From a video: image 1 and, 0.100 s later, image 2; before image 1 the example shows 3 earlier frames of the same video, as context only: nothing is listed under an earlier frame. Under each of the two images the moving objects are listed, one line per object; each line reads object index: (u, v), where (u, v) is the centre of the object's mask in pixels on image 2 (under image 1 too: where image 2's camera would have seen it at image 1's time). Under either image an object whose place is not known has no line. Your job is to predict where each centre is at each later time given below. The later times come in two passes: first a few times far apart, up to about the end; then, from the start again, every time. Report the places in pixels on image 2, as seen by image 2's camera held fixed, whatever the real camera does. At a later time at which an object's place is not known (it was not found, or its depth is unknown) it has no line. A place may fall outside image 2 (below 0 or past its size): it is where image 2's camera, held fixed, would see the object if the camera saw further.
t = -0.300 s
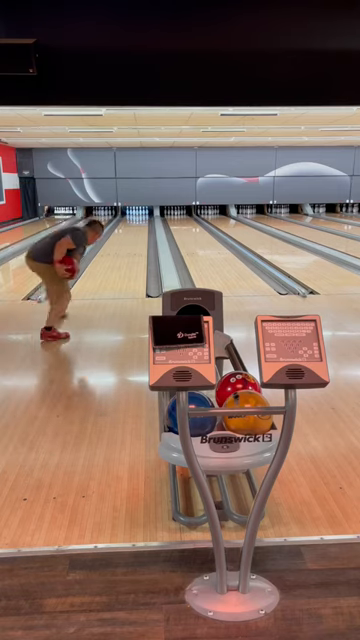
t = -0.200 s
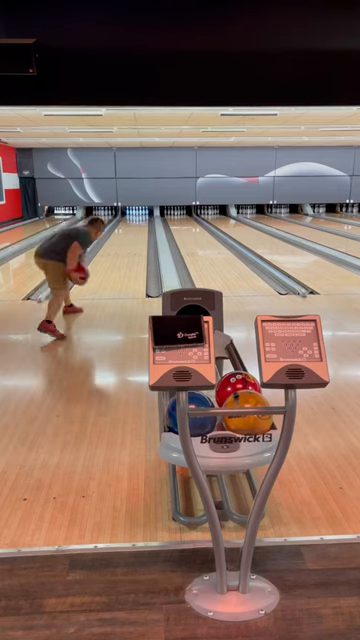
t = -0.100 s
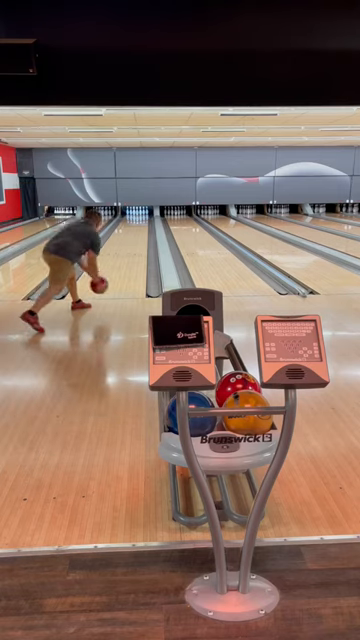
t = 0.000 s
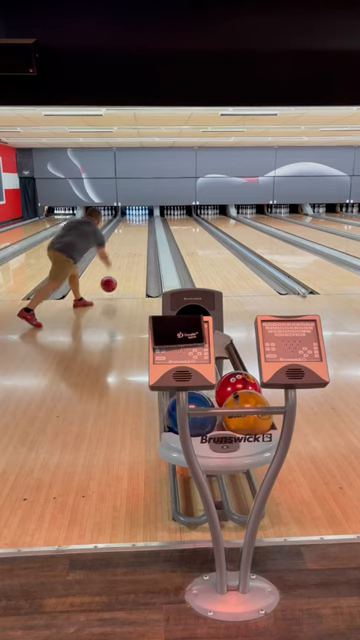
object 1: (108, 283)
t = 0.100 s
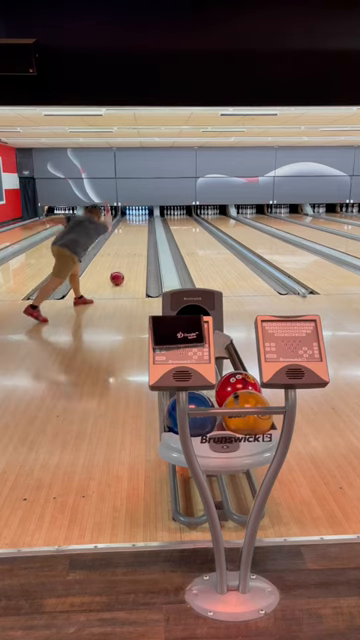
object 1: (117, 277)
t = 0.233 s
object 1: (122, 268)
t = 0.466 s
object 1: (130, 255)
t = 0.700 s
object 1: (135, 245)
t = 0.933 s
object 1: (139, 238)
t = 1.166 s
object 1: (142, 233)
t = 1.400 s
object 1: (144, 228)
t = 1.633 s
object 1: (145, 224)
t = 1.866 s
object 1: (144, 221)
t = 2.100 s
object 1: (143, 219)
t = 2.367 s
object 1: (141, 218)
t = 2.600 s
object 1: (140, 215)
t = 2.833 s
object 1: (139, 214)
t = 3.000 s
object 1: (139, 212)
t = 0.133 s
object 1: (118, 275)
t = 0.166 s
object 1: (120, 273)
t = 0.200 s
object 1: (121, 270)
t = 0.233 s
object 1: (122, 268)
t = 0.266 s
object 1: (124, 266)
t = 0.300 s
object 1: (125, 264)
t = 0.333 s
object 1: (126, 262)
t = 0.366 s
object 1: (127, 260)
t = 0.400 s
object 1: (128, 259)
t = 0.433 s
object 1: (129, 257)
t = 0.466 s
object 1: (130, 255)
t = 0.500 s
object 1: (131, 253)
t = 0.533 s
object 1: (132, 252)
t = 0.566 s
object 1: (132, 251)
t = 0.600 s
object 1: (133, 249)
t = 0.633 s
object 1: (134, 248)
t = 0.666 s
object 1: (135, 247)
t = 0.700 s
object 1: (135, 245)
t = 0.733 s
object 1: (136, 244)
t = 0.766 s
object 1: (136, 243)
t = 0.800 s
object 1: (137, 242)
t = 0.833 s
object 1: (138, 241)
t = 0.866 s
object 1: (138, 240)
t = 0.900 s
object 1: (139, 239)
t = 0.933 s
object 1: (139, 238)
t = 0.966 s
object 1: (140, 237)
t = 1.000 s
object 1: (140, 237)
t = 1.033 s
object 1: (140, 236)
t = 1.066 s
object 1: (141, 235)
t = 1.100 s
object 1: (141, 234)
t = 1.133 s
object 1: (142, 233)
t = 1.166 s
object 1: (142, 233)
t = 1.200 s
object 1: (142, 232)
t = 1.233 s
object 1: (143, 231)
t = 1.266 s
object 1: (143, 231)
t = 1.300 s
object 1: (143, 229)
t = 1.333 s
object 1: (144, 229)
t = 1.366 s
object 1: (144, 228)
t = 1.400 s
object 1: (144, 228)
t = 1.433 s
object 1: (144, 227)
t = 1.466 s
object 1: (144, 227)
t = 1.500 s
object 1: (144, 227)
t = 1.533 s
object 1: (144, 227)
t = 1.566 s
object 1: (144, 226)
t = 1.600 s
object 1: (144, 226)
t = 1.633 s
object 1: (145, 224)
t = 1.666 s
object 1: (145, 224)
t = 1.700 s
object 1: (145, 223)
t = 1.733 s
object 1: (145, 223)
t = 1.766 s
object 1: (145, 223)
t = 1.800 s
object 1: (145, 222)
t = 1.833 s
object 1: (144, 222)
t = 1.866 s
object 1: (144, 221)
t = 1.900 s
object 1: (144, 221)
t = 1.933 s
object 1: (144, 221)
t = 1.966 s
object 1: (144, 221)
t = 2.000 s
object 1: (144, 221)
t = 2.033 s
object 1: (143, 220)
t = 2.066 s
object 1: (143, 219)
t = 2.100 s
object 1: (143, 219)
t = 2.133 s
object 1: (143, 219)
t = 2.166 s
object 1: (142, 218)
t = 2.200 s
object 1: (142, 218)
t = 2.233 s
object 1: (142, 218)
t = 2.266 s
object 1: (142, 218)
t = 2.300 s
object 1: (142, 217)
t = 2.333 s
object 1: (141, 217)
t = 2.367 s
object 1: (141, 218)
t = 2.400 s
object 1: (141, 218)
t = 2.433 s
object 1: (141, 218)
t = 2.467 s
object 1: (140, 217)
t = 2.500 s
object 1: (140, 217)
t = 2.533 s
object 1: (140, 215)
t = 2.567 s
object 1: (140, 215)
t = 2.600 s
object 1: (140, 215)
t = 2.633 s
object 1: (140, 215)
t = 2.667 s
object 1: (139, 214)
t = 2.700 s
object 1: (139, 214)
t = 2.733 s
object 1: (139, 214)
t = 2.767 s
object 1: (139, 214)
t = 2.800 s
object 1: (139, 214)
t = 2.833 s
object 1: (139, 214)
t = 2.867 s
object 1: (139, 214)
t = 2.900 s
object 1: (139, 213)
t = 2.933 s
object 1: (139, 213)
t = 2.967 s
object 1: (139, 213)
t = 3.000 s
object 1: (139, 212)
